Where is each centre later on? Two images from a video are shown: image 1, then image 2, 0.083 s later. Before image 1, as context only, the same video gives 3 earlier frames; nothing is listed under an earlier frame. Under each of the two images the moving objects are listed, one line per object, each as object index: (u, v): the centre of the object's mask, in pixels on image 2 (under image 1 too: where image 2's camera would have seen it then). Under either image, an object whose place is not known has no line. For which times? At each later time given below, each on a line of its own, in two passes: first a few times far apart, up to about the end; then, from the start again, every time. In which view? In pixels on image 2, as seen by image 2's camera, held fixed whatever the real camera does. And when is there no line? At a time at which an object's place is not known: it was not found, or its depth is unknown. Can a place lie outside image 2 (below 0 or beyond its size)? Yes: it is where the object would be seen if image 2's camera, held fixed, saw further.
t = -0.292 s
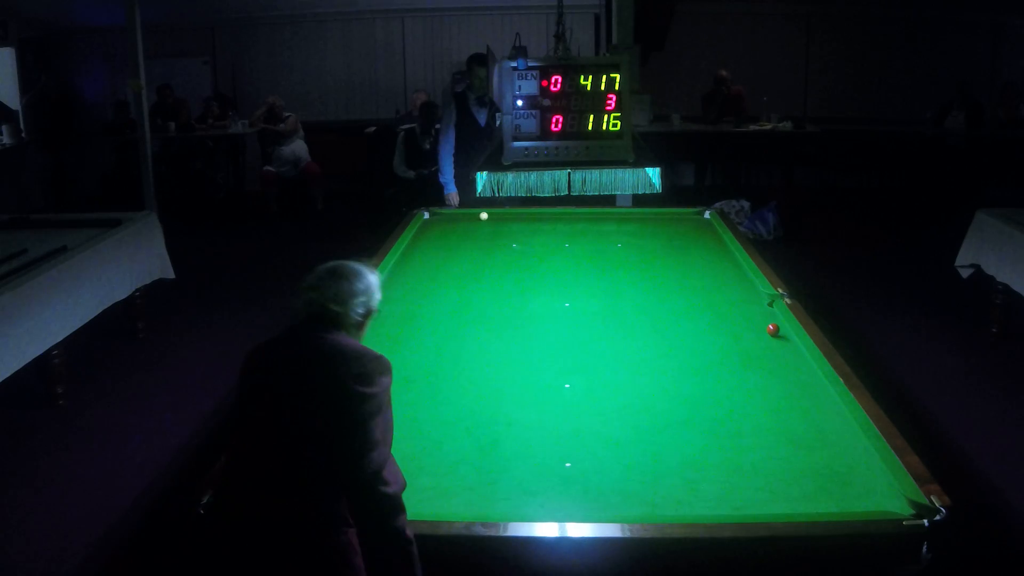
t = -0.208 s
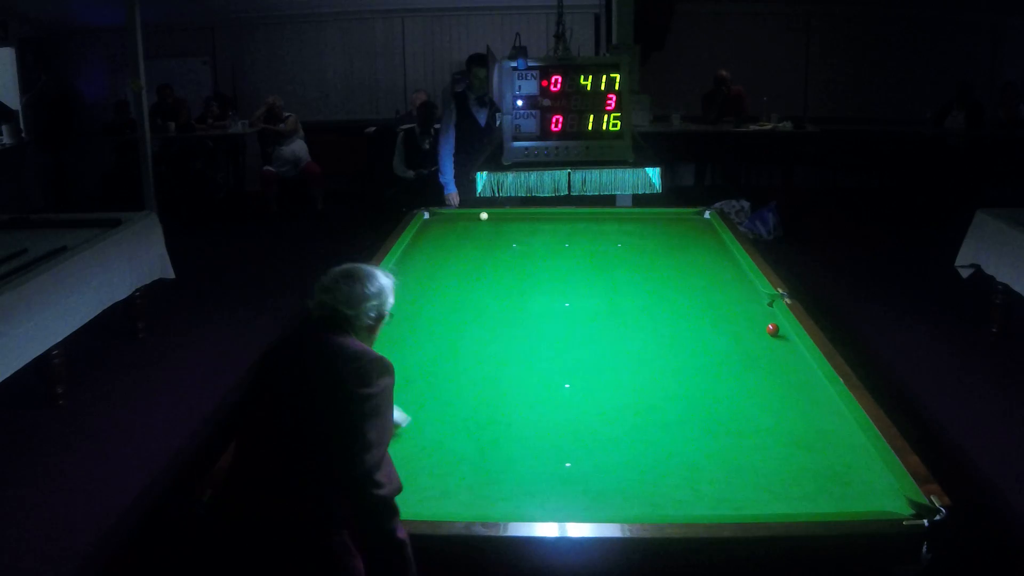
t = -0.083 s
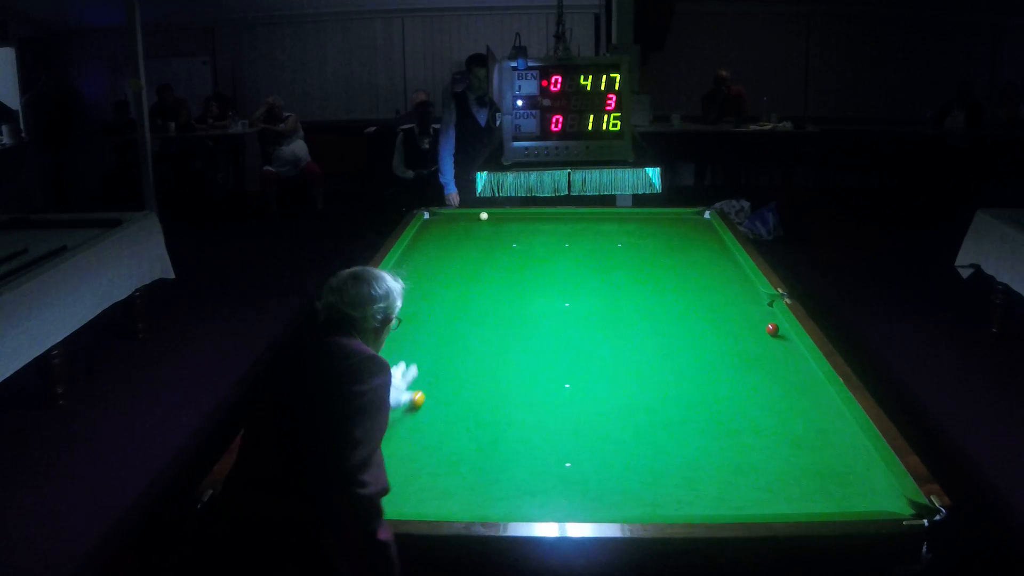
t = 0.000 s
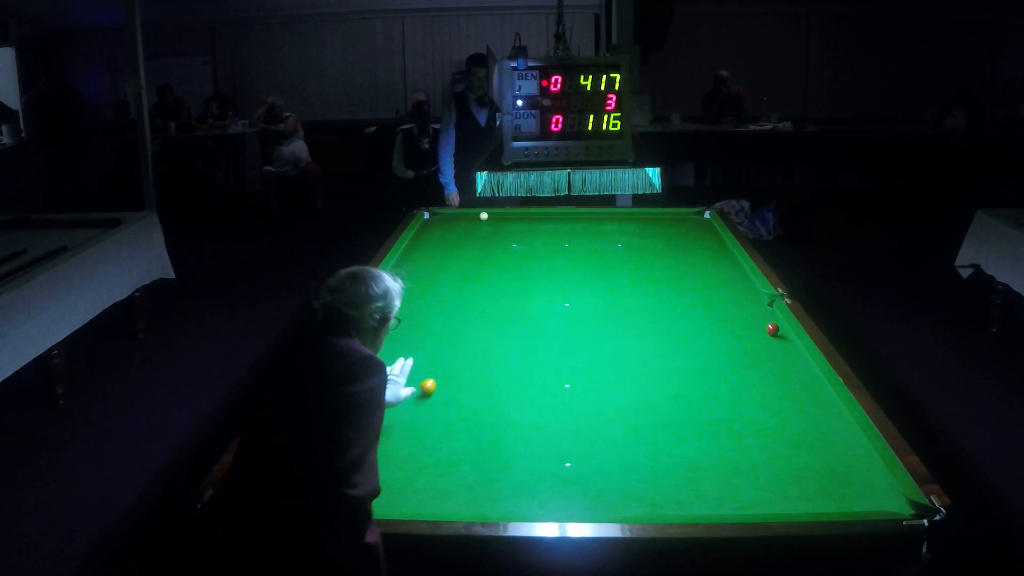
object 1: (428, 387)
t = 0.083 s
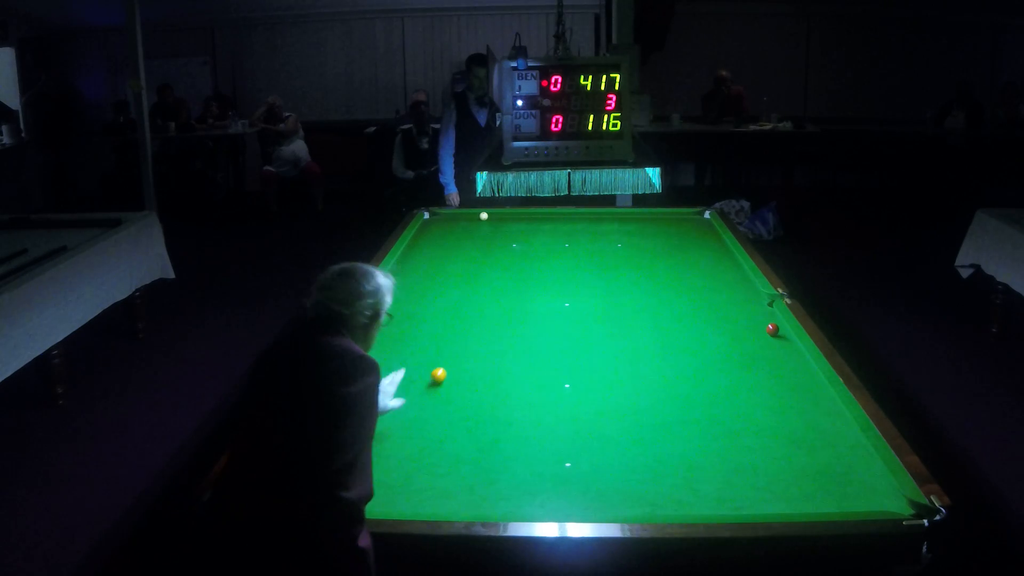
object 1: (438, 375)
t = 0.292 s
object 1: (461, 351)
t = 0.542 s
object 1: (485, 325)
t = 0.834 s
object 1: (508, 301)
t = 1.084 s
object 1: (524, 283)
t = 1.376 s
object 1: (541, 264)
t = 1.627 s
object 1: (553, 251)
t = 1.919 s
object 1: (566, 238)
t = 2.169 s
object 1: (575, 228)
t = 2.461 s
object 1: (584, 217)
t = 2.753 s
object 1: (592, 216)
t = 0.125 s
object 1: (443, 371)
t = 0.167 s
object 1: (448, 365)
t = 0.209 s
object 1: (452, 360)
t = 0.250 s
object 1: (457, 355)
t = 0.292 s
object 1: (461, 351)
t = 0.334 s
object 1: (466, 346)
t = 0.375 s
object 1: (469, 342)
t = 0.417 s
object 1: (473, 337)
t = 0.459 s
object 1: (477, 333)
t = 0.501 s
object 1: (481, 329)
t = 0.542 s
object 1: (485, 325)
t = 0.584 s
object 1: (488, 322)
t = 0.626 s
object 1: (492, 318)
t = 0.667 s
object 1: (495, 314)
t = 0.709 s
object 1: (498, 311)
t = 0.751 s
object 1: (502, 307)
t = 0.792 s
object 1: (505, 304)
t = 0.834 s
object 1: (508, 301)
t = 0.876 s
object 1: (511, 297)
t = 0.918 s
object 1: (513, 294)
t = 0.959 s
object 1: (516, 291)
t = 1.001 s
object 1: (519, 288)
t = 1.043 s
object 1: (522, 285)
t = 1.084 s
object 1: (524, 283)
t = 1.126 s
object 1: (527, 280)
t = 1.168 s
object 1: (529, 277)
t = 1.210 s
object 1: (532, 274)
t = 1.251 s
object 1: (534, 272)
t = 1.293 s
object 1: (536, 269)
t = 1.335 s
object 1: (539, 267)
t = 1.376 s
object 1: (541, 264)
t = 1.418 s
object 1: (543, 262)
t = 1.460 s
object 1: (545, 260)
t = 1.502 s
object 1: (547, 258)
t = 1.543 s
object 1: (549, 255)
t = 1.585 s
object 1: (551, 253)
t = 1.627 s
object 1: (553, 251)
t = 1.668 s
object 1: (555, 249)
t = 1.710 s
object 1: (557, 247)
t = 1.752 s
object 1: (559, 245)
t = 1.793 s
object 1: (561, 243)
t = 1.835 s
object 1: (562, 241)
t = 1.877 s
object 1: (564, 239)
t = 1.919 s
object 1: (566, 238)
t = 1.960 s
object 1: (567, 236)
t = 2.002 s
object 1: (569, 234)
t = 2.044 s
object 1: (570, 233)
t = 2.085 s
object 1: (572, 231)
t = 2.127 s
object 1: (574, 229)
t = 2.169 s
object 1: (575, 228)
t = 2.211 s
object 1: (576, 226)
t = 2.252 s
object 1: (578, 225)
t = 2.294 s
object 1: (579, 223)
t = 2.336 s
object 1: (581, 222)
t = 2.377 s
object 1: (582, 220)
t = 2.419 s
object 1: (583, 219)
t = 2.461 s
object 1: (584, 217)
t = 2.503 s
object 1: (586, 216)
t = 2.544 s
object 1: (587, 215)
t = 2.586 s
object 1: (588, 214)
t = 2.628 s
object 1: (589, 213)
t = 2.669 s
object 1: (590, 214)
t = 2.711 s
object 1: (591, 215)
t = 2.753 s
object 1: (592, 216)
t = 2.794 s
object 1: (593, 216)
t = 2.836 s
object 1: (594, 217)
